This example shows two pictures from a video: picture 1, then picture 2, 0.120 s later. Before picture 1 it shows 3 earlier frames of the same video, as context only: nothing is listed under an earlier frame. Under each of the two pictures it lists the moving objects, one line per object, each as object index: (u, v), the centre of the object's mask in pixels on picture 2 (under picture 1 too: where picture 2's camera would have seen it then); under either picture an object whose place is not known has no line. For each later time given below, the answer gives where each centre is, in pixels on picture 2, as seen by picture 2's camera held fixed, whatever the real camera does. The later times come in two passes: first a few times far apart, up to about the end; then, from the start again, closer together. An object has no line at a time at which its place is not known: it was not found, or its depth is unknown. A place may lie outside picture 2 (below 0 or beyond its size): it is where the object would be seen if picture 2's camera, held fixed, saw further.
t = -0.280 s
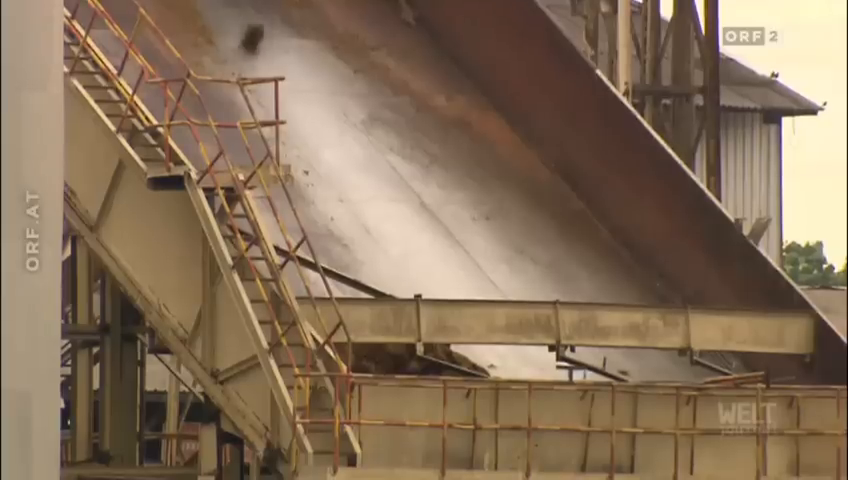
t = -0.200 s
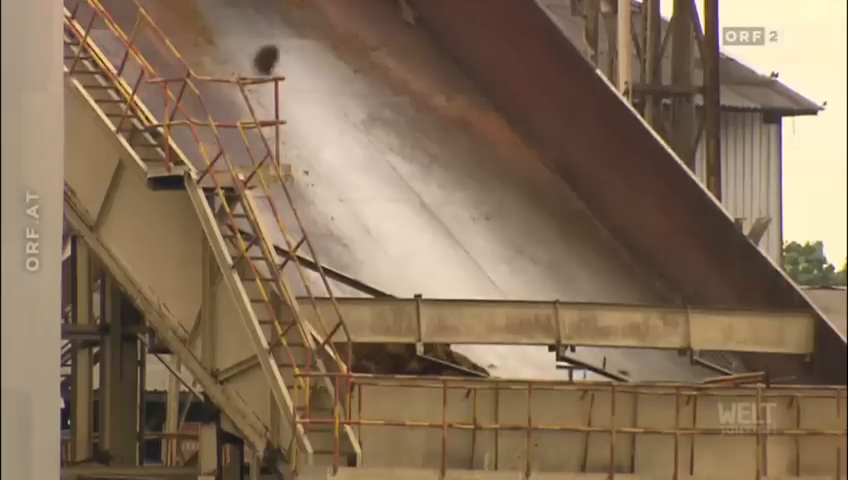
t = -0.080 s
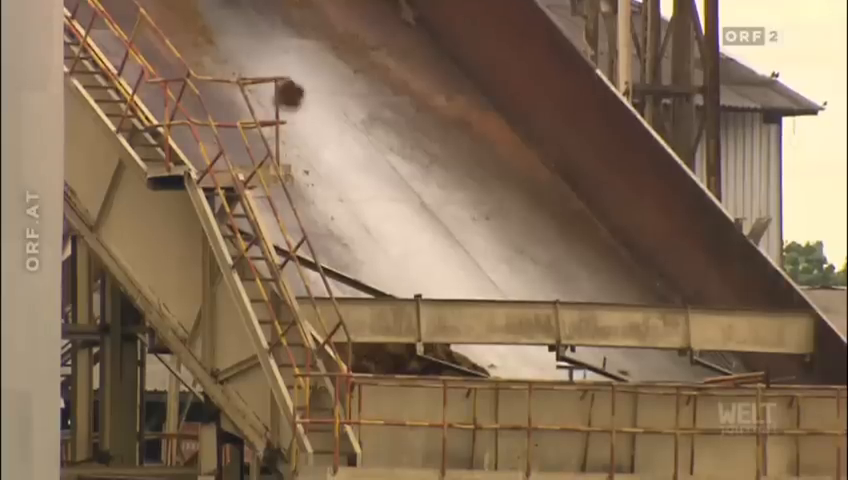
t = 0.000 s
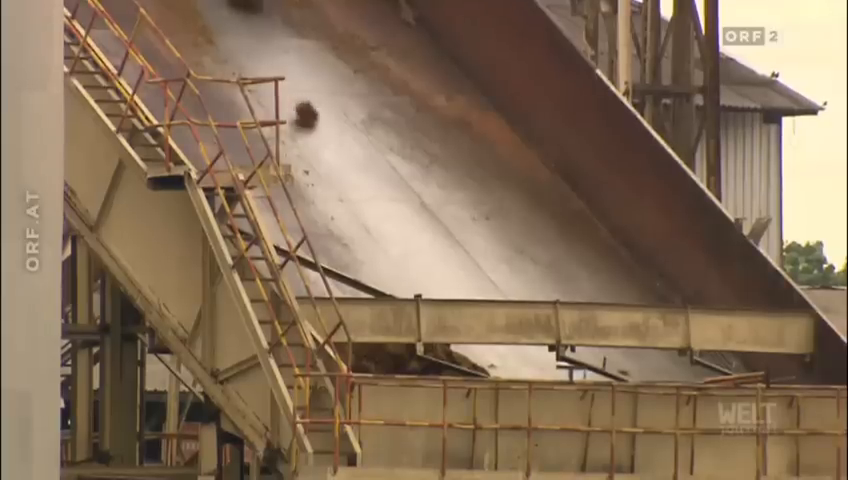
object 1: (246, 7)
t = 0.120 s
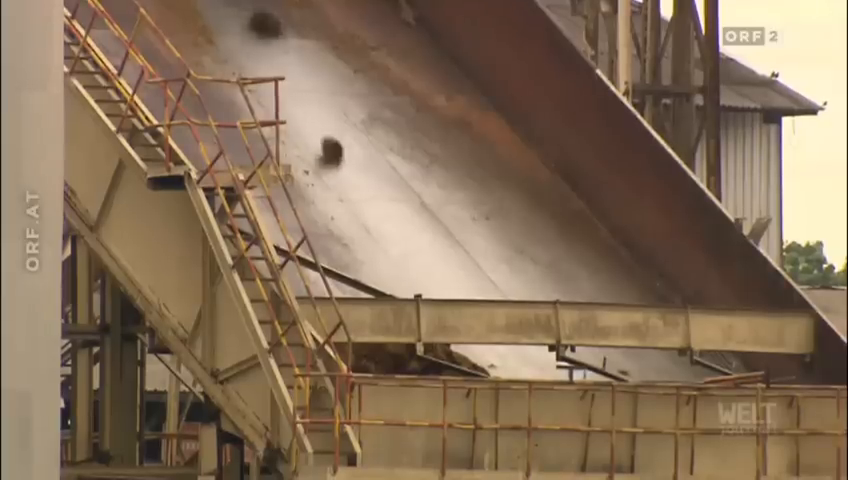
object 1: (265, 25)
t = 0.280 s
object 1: (295, 59)
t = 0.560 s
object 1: (350, 127)
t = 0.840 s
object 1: (415, 206)
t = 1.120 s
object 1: (490, 290)
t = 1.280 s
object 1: (535, 356)
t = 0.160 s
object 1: (272, 34)
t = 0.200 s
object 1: (280, 44)
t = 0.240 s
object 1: (287, 52)
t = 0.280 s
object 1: (295, 59)
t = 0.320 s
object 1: (302, 68)
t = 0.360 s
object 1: (309, 78)
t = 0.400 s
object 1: (317, 88)
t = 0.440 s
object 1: (325, 98)
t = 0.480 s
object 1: (333, 108)
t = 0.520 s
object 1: (342, 118)
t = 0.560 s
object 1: (350, 127)
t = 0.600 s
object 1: (359, 138)
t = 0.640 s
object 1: (368, 150)
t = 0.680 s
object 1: (377, 160)
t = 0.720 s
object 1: (386, 171)
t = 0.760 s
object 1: (396, 183)
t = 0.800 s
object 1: (405, 193)
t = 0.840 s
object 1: (415, 206)
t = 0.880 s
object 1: (425, 217)
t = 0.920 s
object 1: (436, 230)
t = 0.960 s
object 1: (446, 243)
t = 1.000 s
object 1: (457, 255)
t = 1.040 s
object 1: (467, 269)
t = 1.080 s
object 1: (479, 281)
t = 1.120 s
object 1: (490, 290)
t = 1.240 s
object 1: (524, 348)
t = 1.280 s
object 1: (535, 356)
